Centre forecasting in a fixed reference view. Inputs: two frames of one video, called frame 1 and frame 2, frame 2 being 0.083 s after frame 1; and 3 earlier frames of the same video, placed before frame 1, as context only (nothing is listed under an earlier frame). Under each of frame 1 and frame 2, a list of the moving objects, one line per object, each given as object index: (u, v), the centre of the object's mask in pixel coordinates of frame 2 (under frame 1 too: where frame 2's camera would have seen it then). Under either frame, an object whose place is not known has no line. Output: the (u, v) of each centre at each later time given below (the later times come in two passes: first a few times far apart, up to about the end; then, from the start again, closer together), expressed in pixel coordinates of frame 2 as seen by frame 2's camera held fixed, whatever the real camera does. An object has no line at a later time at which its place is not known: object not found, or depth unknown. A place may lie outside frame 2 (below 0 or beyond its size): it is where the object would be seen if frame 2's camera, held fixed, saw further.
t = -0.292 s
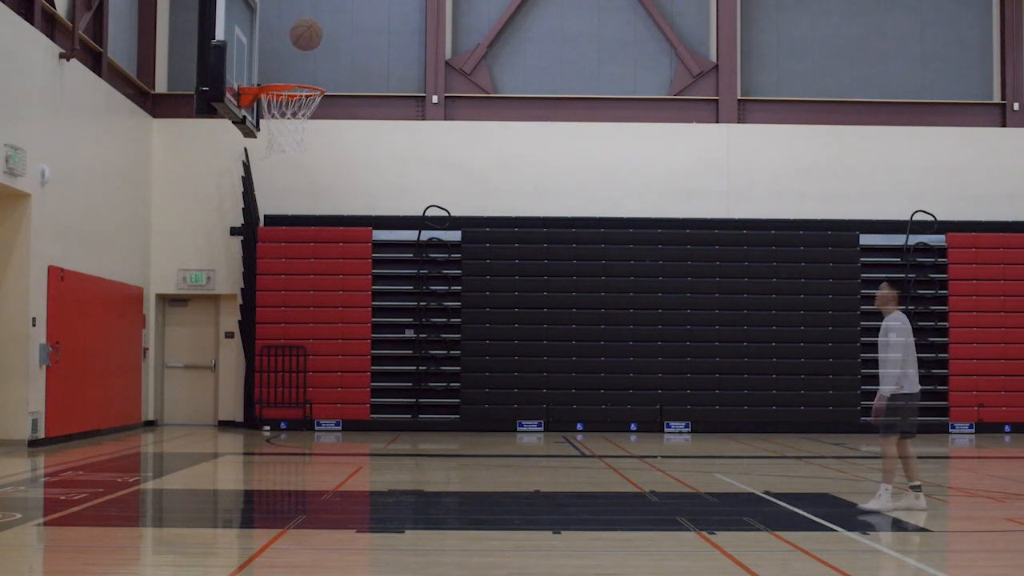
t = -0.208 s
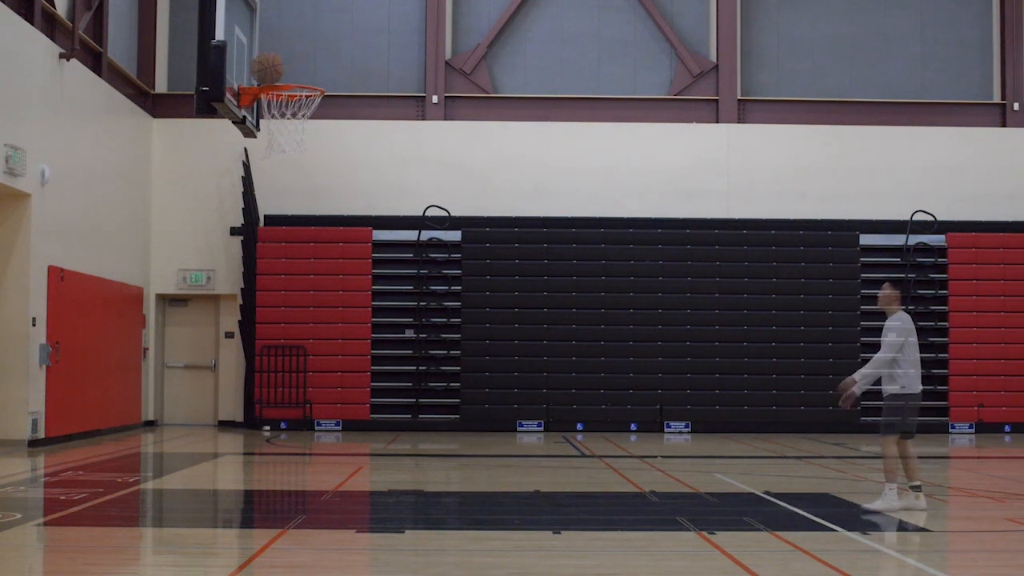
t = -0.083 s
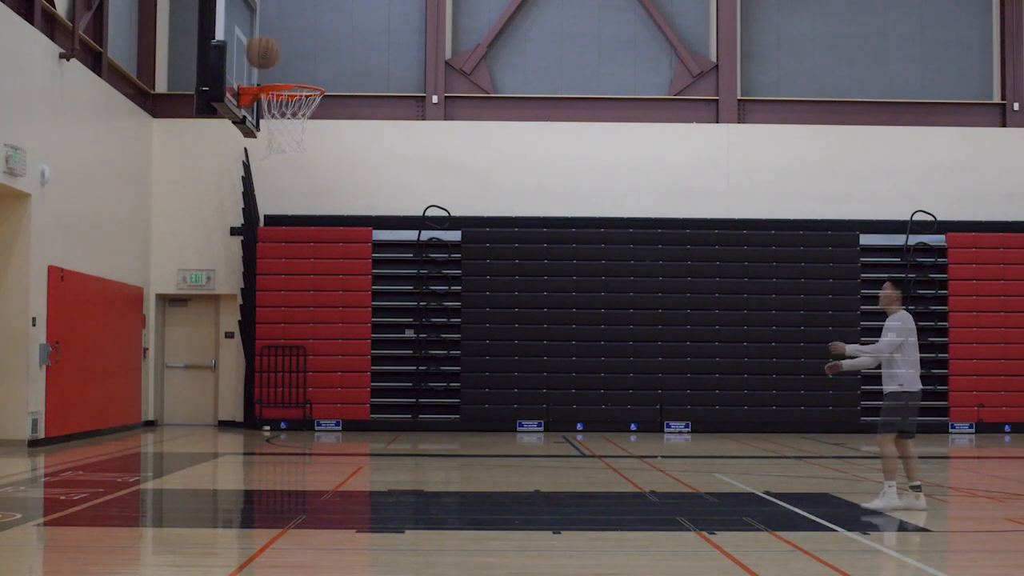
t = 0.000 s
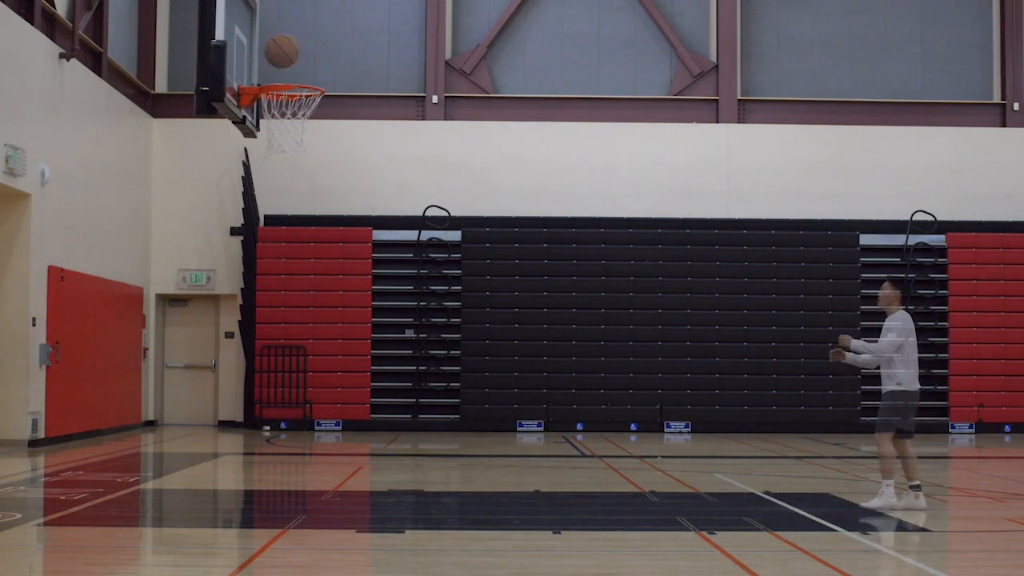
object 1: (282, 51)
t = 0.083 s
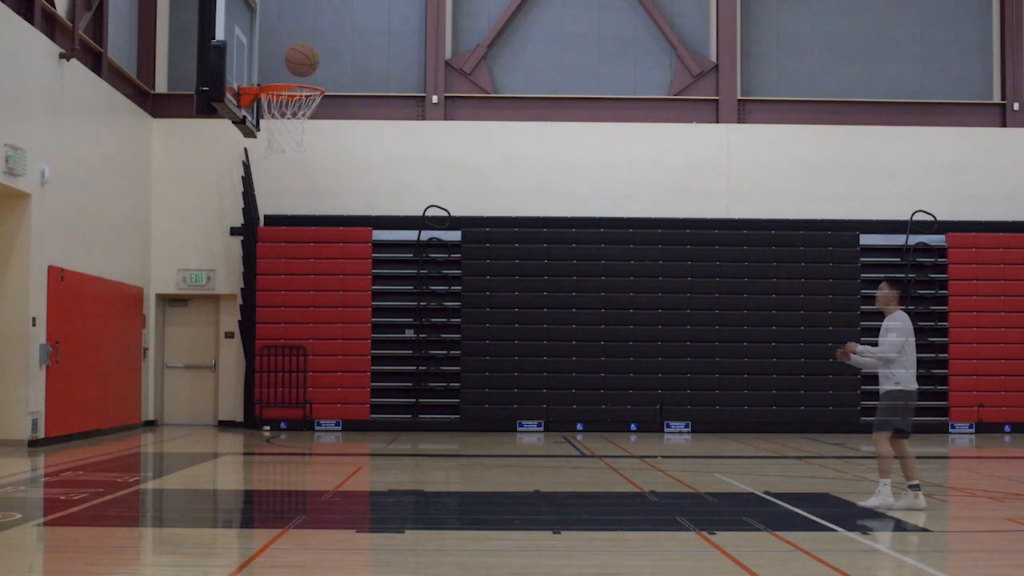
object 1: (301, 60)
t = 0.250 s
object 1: (342, 109)
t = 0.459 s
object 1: (395, 232)
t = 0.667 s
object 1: (451, 434)
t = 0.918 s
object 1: (486, 383)
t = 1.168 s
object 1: (509, 270)
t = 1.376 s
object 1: (528, 250)
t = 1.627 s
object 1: (552, 327)
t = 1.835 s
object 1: (571, 486)
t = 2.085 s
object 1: (600, 427)
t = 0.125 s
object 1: (312, 68)
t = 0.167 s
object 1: (322, 78)
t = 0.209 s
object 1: (333, 91)
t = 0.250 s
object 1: (342, 109)
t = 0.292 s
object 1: (353, 127)
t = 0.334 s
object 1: (363, 149)
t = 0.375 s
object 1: (374, 174)
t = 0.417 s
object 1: (385, 201)
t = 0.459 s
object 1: (395, 232)
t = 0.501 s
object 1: (406, 266)
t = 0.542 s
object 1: (417, 303)
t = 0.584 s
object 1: (428, 345)
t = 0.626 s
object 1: (439, 388)
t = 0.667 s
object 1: (451, 434)
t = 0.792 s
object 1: (474, 474)
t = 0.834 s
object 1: (479, 441)
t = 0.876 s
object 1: (482, 411)
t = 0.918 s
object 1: (486, 383)
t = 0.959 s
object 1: (490, 358)
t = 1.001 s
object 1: (494, 335)
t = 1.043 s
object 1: (497, 315)
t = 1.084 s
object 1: (501, 297)
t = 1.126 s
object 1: (505, 282)
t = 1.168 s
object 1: (509, 270)
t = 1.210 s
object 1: (512, 260)
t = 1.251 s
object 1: (517, 253)
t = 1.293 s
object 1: (520, 249)
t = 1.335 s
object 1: (524, 248)
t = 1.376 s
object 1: (528, 250)
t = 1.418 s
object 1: (532, 255)
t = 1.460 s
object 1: (536, 263)
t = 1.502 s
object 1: (540, 274)
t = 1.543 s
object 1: (544, 288)
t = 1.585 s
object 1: (547, 306)
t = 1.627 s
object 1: (552, 327)
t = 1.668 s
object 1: (556, 352)
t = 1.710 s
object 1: (559, 380)
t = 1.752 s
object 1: (563, 410)
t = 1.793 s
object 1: (567, 446)
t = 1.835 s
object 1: (571, 486)
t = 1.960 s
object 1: (585, 497)
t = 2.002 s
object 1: (590, 470)
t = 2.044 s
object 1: (595, 447)
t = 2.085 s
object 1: (600, 427)
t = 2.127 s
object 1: (606, 410)
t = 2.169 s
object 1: (611, 396)
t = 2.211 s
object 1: (616, 385)
